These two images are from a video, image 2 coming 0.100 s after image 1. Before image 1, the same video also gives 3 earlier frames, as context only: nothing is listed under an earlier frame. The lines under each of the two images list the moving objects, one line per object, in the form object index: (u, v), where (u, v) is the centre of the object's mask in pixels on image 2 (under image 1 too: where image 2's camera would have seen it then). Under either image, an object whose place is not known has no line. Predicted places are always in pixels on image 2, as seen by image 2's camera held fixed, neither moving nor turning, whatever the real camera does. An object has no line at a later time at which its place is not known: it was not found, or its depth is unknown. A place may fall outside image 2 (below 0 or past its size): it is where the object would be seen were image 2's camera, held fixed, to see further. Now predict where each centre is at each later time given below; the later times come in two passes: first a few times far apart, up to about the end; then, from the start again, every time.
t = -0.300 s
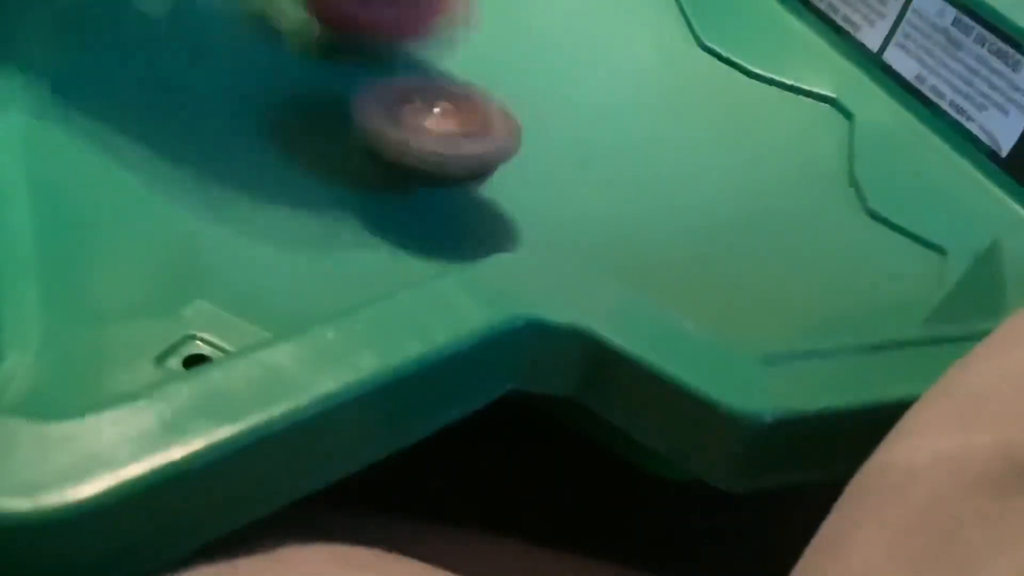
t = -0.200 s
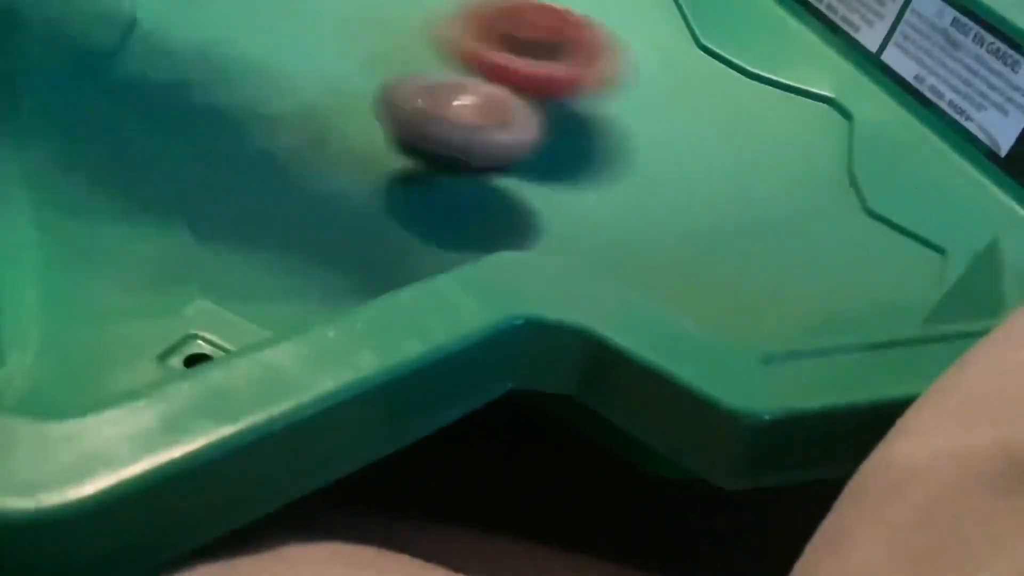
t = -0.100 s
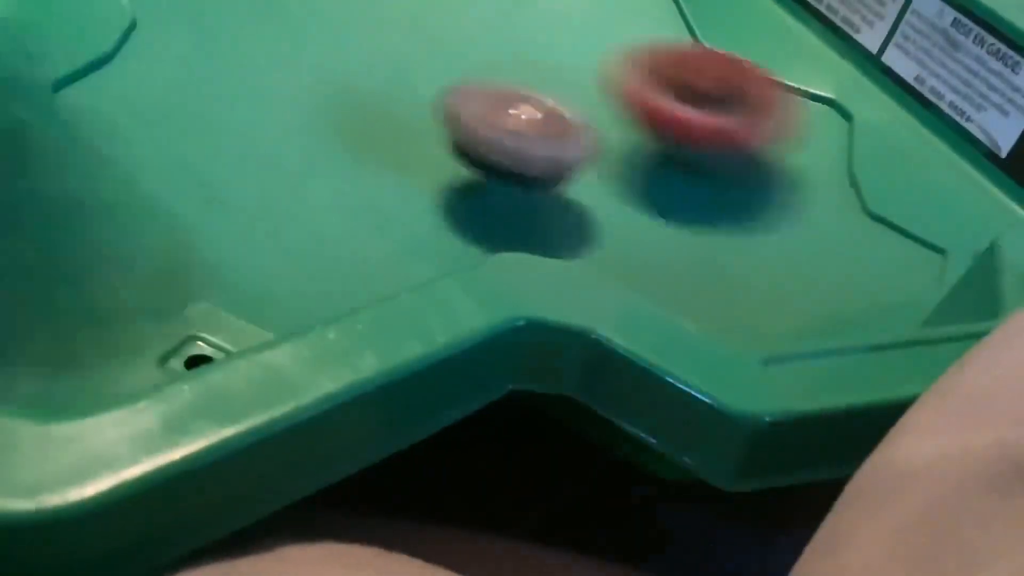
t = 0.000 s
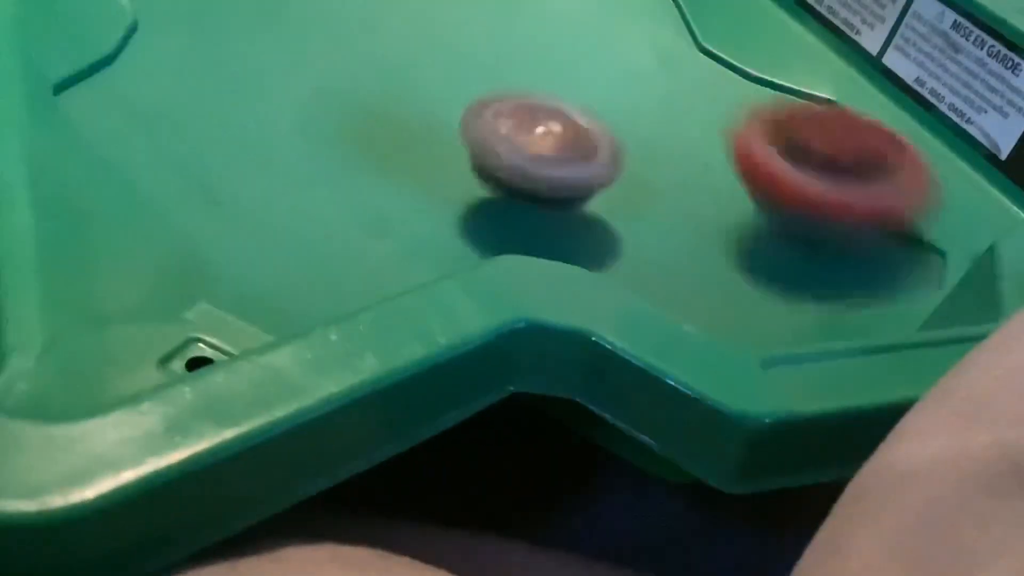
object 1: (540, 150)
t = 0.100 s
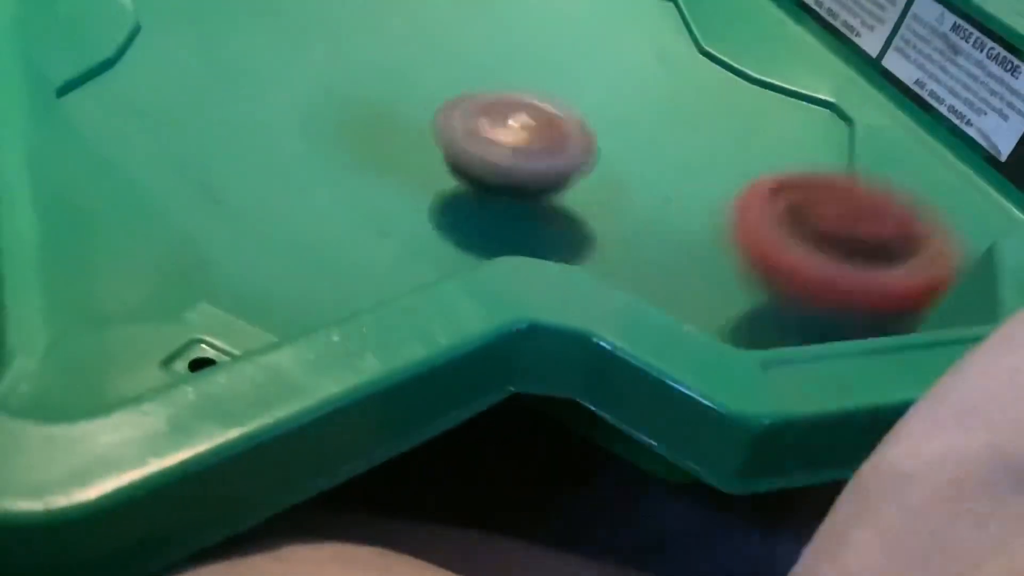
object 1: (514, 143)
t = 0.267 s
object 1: (532, 124)
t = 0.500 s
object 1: (510, 149)
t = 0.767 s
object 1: (557, 147)
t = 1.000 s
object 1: (521, 164)
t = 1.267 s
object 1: (532, 140)
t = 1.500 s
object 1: (522, 164)
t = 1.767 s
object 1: (480, 141)
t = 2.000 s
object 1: (541, 139)
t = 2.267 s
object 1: (512, 121)
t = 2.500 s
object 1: (514, 137)
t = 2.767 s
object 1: (521, 140)
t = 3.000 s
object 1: (529, 134)
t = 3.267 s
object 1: (525, 145)
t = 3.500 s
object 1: (518, 150)
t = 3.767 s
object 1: (514, 154)
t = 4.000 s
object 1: (501, 127)
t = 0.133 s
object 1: (506, 136)
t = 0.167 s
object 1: (505, 129)
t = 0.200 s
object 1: (511, 123)
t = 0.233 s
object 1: (520, 121)
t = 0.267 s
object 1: (532, 124)
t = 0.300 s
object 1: (544, 130)
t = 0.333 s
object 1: (551, 137)
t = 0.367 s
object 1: (552, 144)
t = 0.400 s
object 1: (547, 151)
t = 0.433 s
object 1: (537, 152)
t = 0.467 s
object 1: (523, 152)
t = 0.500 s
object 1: (510, 149)
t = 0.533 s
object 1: (501, 145)
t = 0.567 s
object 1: (496, 141)
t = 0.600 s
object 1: (497, 136)
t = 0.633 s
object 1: (503, 132)
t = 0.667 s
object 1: (513, 135)
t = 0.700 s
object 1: (528, 136)
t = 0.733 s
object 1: (545, 141)
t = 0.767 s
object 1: (557, 147)
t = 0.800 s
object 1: (565, 154)
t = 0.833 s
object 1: (567, 161)
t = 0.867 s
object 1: (564, 166)
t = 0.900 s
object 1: (556, 168)
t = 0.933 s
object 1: (547, 169)
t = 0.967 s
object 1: (535, 168)
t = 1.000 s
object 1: (521, 164)
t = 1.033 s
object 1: (509, 159)
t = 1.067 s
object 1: (503, 149)
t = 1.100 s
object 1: (500, 148)
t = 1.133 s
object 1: (503, 143)
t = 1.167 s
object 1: (506, 140)
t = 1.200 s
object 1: (514, 137)
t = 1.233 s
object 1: (522, 137)
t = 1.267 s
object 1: (532, 140)
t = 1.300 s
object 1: (541, 144)
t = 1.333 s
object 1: (546, 149)
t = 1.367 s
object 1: (548, 154)
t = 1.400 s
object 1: (548, 158)
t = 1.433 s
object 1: (541, 161)
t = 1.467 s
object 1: (533, 164)
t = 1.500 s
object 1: (522, 164)
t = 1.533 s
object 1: (510, 163)
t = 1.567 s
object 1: (496, 161)
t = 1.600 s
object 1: (484, 157)
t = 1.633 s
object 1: (474, 154)
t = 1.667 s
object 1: (467, 150)
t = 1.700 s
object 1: (467, 146)
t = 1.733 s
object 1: (472, 144)
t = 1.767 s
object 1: (480, 141)
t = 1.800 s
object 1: (489, 139)
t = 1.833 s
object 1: (499, 139)
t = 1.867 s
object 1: (509, 140)
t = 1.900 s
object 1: (520, 141)
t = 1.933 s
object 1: (526, 140)
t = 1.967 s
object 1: (534, 139)
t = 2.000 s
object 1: (541, 139)
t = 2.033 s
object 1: (537, 135)
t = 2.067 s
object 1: (533, 128)
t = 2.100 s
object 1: (528, 123)
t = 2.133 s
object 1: (525, 122)
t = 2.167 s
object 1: (523, 120)
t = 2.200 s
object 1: (520, 120)
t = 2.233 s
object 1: (515, 121)
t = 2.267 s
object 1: (512, 121)
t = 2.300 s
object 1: (510, 124)
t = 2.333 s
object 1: (510, 125)
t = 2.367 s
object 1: (511, 128)
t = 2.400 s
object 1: (512, 132)
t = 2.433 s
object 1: (514, 133)
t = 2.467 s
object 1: (514, 135)
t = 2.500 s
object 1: (514, 137)
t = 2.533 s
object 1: (513, 139)
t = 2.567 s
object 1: (512, 140)
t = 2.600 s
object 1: (511, 140)
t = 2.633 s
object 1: (512, 140)
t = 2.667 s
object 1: (512, 140)
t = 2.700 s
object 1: (514, 140)
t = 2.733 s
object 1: (516, 140)
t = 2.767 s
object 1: (521, 140)
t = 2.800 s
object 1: (525, 140)
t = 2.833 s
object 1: (529, 141)
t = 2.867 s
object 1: (530, 141)
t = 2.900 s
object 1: (530, 143)
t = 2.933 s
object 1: (529, 141)
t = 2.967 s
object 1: (527, 138)
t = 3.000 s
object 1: (529, 134)
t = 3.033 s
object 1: (531, 135)
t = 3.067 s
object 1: (532, 138)
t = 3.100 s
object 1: (530, 142)
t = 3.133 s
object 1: (525, 145)
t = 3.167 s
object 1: (524, 145)
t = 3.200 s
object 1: (524, 145)
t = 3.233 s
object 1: (524, 145)
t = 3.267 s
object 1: (525, 145)
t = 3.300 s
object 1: (525, 146)
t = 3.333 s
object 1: (524, 147)
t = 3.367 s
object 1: (523, 148)
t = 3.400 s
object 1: (522, 148)
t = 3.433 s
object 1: (521, 148)
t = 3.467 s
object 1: (520, 149)
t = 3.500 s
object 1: (518, 150)
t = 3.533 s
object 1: (516, 151)
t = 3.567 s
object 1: (515, 151)
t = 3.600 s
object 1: (515, 151)
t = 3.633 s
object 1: (514, 152)
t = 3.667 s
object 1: (514, 153)
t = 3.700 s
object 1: (514, 153)
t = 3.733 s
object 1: (514, 153)
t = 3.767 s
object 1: (514, 154)
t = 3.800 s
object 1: (514, 154)
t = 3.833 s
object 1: (514, 153)
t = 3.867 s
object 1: (514, 154)
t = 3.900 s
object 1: (509, 149)
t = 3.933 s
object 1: (508, 142)
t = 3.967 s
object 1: (504, 133)
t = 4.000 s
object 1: (501, 127)
